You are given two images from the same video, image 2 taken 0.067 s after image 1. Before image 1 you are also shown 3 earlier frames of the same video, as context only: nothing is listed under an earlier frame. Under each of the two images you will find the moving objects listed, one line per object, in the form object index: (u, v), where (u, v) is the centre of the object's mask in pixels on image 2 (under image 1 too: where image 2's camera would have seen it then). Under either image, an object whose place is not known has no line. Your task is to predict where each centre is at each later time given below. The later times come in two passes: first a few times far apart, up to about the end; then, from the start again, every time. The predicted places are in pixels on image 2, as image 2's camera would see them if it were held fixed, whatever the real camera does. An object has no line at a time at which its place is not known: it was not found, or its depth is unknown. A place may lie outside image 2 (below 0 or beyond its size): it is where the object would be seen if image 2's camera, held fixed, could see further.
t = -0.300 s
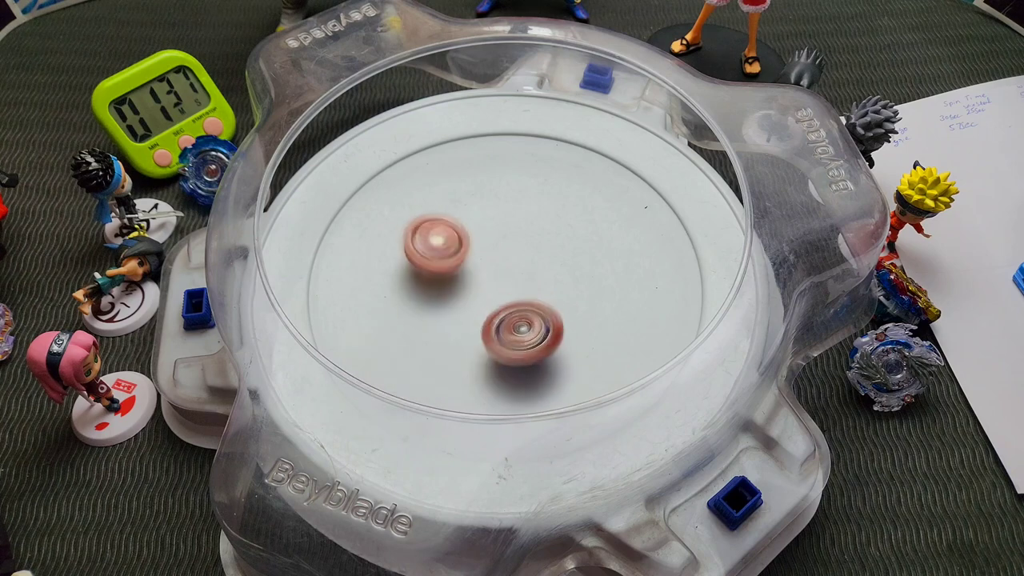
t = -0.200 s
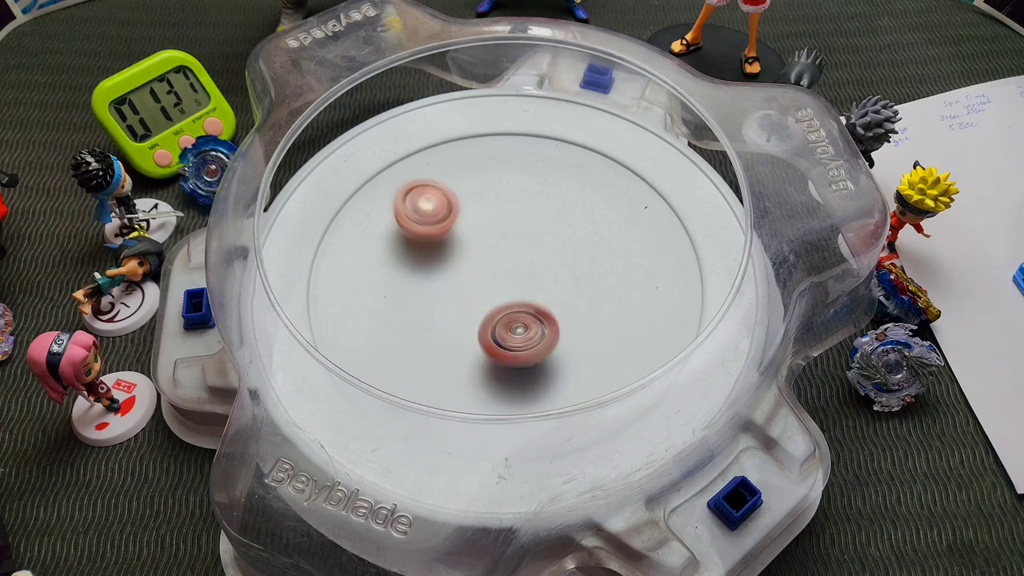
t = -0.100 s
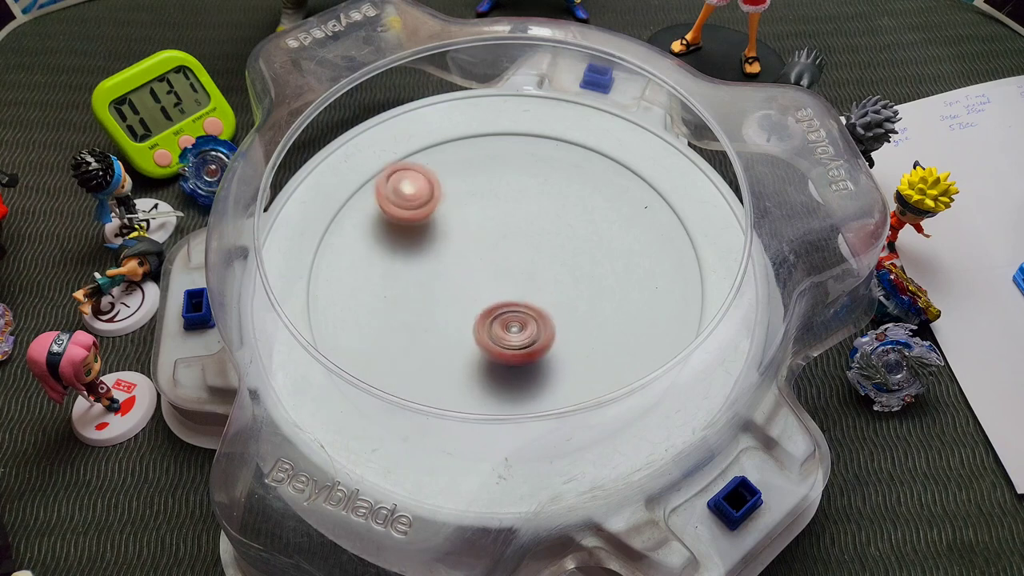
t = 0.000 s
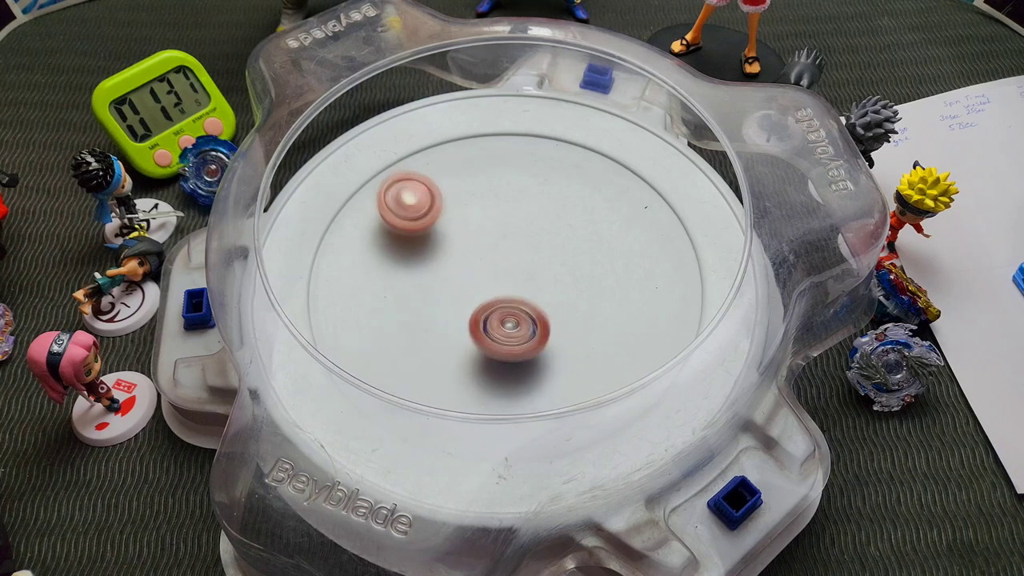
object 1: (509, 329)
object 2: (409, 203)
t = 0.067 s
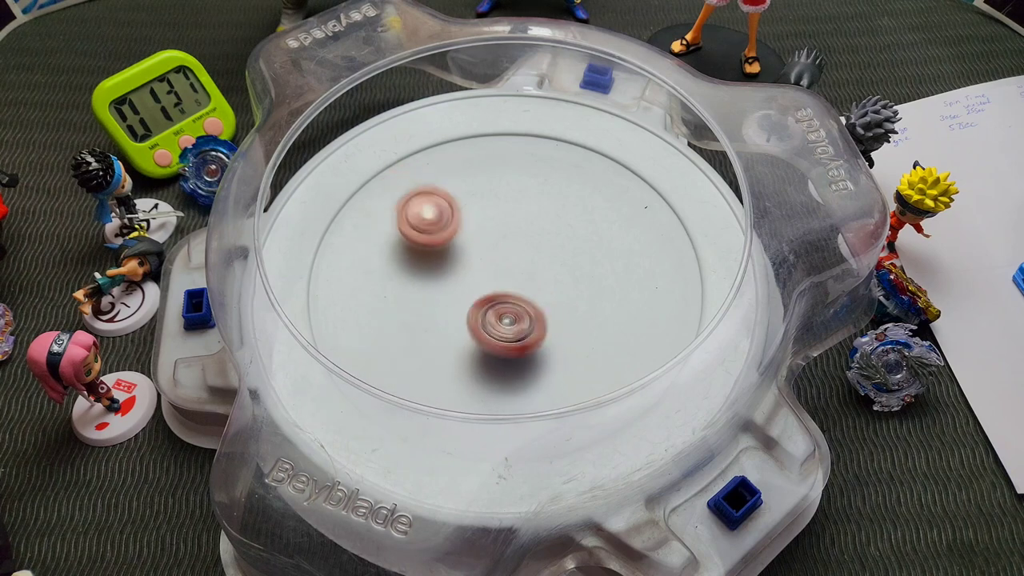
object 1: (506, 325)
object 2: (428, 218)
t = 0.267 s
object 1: (505, 307)
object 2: (525, 220)
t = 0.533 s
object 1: (518, 281)
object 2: (586, 175)
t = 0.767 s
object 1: (527, 284)
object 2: (565, 218)
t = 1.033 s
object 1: (483, 326)
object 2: (636, 228)
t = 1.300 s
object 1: (455, 340)
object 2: (575, 233)
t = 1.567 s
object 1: (426, 326)
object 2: (545, 321)
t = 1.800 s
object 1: (443, 293)
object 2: (611, 333)
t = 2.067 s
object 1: (513, 207)
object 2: (543, 318)
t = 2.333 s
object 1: (547, 180)
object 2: (532, 384)
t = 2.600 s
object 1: (544, 243)
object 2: (504, 346)
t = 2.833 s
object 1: (647, 257)
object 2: (307, 339)
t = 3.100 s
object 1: (631, 259)
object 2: (286, 296)
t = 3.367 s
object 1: (539, 234)
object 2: (370, 281)
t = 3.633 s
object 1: (455, 206)
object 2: (528, 299)
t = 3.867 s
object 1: (443, 205)
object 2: (647, 222)
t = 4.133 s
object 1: (414, 221)
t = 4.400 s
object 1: (347, 269)
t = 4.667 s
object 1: (348, 295)
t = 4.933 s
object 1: (402, 339)
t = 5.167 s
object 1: (489, 375)
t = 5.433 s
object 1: (564, 377)
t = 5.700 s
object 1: (585, 366)
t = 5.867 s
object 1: (593, 335)
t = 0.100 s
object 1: (506, 321)
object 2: (443, 224)
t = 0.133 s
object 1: (505, 319)
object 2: (459, 227)
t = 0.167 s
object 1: (505, 316)
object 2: (476, 227)
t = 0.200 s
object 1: (505, 313)
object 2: (493, 226)
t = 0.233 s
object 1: (505, 310)
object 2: (509, 223)
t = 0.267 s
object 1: (505, 307)
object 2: (525, 220)
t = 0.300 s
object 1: (506, 304)
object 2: (540, 216)
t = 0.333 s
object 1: (507, 300)
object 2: (553, 211)
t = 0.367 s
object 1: (508, 298)
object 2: (564, 205)
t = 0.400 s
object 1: (509, 294)
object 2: (573, 198)
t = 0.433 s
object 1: (510, 290)
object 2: (580, 191)
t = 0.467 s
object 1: (513, 287)
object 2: (586, 184)
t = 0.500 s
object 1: (515, 283)
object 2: (588, 178)
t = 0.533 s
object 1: (518, 281)
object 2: (586, 175)
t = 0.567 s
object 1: (521, 278)
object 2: (582, 174)
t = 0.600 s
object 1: (523, 276)
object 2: (577, 177)
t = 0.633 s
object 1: (526, 273)
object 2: (571, 184)
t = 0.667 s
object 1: (529, 271)
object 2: (565, 194)
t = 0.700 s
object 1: (533, 269)
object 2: (559, 206)
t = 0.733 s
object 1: (529, 275)
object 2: (561, 212)
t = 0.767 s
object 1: (527, 284)
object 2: (565, 218)
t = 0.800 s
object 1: (527, 289)
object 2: (569, 226)
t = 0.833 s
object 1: (528, 291)
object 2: (573, 233)
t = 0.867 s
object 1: (530, 293)
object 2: (580, 241)
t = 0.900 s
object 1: (530, 295)
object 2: (586, 247)
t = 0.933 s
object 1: (514, 305)
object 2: (605, 245)
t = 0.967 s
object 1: (500, 314)
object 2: (618, 241)
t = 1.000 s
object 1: (490, 320)
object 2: (628, 234)
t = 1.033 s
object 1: (483, 326)
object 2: (636, 228)
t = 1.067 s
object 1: (478, 331)
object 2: (641, 221)
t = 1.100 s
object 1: (474, 335)
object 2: (641, 213)
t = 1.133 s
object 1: (469, 337)
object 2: (637, 208)
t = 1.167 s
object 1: (466, 338)
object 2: (627, 206)
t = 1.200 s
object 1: (463, 339)
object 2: (614, 209)
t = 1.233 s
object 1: (460, 340)
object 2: (600, 215)
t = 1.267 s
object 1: (458, 340)
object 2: (587, 223)
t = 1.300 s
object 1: (455, 340)
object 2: (575, 233)
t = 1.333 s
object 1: (453, 340)
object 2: (565, 245)
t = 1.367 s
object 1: (452, 339)
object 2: (555, 257)
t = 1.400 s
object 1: (450, 338)
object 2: (546, 268)
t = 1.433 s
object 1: (450, 336)
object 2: (539, 279)
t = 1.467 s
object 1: (449, 335)
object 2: (531, 291)
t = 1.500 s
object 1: (449, 333)
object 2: (525, 304)
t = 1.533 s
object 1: (436, 331)
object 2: (535, 313)
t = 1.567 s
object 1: (426, 326)
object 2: (545, 321)
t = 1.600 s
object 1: (422, 320)
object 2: (554, 330)
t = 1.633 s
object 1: (424, 315)
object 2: (564, 337)
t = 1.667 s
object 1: (427, 311)
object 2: (575, 342)
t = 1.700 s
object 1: (430, 308)
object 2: (587, 344)
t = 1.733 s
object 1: (433, 303)
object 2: (597, 343)
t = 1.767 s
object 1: (437, 297)
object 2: (606, 339)
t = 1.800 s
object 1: (443, 293)
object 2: (611, 333)
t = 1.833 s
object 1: (451, 287)
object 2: (612, 325)
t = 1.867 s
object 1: (460, 278)
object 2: (607, 315)
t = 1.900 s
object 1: (471, 269)
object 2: (598, 306)
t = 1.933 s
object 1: (481, 262)
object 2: (586, 300)
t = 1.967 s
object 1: (493, 253)
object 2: (572, 294)
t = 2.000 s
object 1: (504, 244)
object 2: (557, 290)
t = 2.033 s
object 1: (508, 228)
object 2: (550, 301)
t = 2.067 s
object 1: (513, 207)
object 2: (543, 318)
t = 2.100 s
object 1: (520, 191)
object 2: (539, 330)
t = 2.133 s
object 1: (527, 179)
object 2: (538, 339)
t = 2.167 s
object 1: (535, 174)
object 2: (536, 350)
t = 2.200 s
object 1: (542, 172)
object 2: (534, 360)
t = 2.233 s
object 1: (546, 175)
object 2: (533, 369)
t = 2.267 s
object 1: (547, 176)
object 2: (532, 378)
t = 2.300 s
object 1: (547, 178)
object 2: (532, 382)
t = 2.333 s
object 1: (547, 180)
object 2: (532, 384)
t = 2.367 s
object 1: (548, 181)
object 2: (533, 386)
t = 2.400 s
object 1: (548, 184)
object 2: (533, 386)
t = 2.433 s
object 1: (549, 188)
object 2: (533, 385)
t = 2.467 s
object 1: (549, 194)
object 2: (532, 380)
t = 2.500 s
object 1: (549, 204)
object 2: (528, 372)
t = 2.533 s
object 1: (547, 215)
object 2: (520, 364)
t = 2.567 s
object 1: (546, 228)
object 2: (512, 355)
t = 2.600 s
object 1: (544, 243)
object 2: (504, 346)
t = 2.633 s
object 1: (540, 258)
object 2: (496, 338)
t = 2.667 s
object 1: (537, 273)
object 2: (488, 330)
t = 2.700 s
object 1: (555, 276)
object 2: (451, 333)
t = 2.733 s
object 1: (587, 267)
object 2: (400, 341)
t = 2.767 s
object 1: (612, 261)
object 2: (357, 344)
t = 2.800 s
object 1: (633, 257)
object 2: (325, 344)
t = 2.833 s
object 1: (647, 257)
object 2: (307, 339)
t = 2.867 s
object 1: (655, 258)
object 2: (296, 337)
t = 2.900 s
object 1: (657, 263)
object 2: (290, 333)
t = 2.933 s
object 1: (653, 265)
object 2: (287, 328)
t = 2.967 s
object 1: (648, 266)
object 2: (284, 323)
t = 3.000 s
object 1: (642, 264)
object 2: (283, 319)
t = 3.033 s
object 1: (638, 262)
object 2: (281, 312)
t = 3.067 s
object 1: (635, 262)
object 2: (282, 305)
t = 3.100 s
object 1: (631, 259)
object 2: (286, 296)
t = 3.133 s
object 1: (623, 258)
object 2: (292, 291)
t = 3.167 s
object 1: (614, 256)
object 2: (299, 288)
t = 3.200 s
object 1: (603, 253)
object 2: (306, 281)
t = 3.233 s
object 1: (591, 250)
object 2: (315, 278)
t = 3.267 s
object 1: (578, 246)
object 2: (327, 278)
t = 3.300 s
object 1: (565, 242)
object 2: (342, 278)
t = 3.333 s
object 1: (552, 238)
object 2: (357, 277)
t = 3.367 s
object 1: (539, 234)
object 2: (370, 281)
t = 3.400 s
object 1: (525, 229)
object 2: (385, 285)
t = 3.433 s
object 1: (512, 224)
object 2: (399, 289)
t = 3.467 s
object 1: (499, 220)
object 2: (414, 290)
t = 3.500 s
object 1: (487, 216)
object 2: (434, 295)
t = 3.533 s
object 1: (477, 212)
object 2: (454, 298)
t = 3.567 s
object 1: (467, 209)
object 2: (477, 300)
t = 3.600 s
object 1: (459, 207)
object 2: (502, 301)
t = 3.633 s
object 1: (455, 206)
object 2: (528, 299)
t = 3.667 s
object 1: (452, 203)
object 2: (555, 294)
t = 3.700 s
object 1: (450, 204)
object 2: (580, 284)
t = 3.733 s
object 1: (448, 204)
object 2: (603, 276)
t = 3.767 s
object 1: (446, 203)
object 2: (622, 263)
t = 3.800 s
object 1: (445, 204)
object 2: (637, 247)
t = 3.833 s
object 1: (443, 205)
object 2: (646, 234)
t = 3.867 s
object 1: (443, 205)
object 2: (647, 222)
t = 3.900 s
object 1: (443, 207)
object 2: (642, 209)
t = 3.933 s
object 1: (442, 208)
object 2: (628, 199)
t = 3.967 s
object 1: (443, 210)
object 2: (610, 195)
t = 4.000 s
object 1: (441, 212)
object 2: (587, 193)
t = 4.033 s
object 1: (441, 214)
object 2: (560, 191)
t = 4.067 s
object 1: (443, 217)
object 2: (531, 194)
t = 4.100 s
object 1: (439, 221)
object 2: (501, 204)
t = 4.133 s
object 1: (414, 221)
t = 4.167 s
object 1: (398, 223)
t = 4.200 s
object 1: (388, 226)
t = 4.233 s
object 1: (382, 232)
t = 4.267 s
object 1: (374, 240)
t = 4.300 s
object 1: (366, 248)
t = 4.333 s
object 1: (357, 255)
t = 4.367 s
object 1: (351, 263)
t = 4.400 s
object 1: (347, 269)
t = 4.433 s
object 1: (345, 274)
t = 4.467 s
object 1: (344, 276)
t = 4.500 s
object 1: (345, 280)
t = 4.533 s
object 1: (345, 283)
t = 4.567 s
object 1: (346, 286)
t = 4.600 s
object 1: (346, 289)
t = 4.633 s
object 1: (347, 292)
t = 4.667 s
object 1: (348, 295)
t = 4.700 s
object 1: (349, 299)
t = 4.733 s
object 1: (351, 301)
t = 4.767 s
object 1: (355, 307)
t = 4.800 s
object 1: (363, 312)
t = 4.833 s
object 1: (371, 318)
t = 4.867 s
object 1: (380, 324)
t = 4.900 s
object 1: (391, 332)
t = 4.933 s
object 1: (402, 339)
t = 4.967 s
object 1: (414, 346)
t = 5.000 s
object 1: (426, 352)
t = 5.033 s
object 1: (438, 358)
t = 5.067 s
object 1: (451, 362)
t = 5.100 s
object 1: (463, 368)
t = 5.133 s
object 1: (476, 371)
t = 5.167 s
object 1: (489, 375)
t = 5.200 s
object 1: (503, 377)
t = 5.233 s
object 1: (516, 379)
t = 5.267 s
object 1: (529, 380)
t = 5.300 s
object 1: (540, 381)
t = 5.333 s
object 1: (550, 380)
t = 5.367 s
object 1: (556, 379)
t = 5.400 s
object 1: (561, 377)
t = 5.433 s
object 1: (564, 377)
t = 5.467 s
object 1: (566, 376)
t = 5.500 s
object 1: (569, 375)
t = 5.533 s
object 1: (572, 373)
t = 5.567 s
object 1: (575, 372)
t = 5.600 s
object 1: (578, 370)
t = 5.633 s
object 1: (580, 369)
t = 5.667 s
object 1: (583, 367)
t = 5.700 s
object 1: (585, 366)
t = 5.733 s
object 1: (586, 362)
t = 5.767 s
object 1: (587, 358)
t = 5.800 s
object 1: (589, 351)
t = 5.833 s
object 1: (591, 344)
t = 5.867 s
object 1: (593, 335)
